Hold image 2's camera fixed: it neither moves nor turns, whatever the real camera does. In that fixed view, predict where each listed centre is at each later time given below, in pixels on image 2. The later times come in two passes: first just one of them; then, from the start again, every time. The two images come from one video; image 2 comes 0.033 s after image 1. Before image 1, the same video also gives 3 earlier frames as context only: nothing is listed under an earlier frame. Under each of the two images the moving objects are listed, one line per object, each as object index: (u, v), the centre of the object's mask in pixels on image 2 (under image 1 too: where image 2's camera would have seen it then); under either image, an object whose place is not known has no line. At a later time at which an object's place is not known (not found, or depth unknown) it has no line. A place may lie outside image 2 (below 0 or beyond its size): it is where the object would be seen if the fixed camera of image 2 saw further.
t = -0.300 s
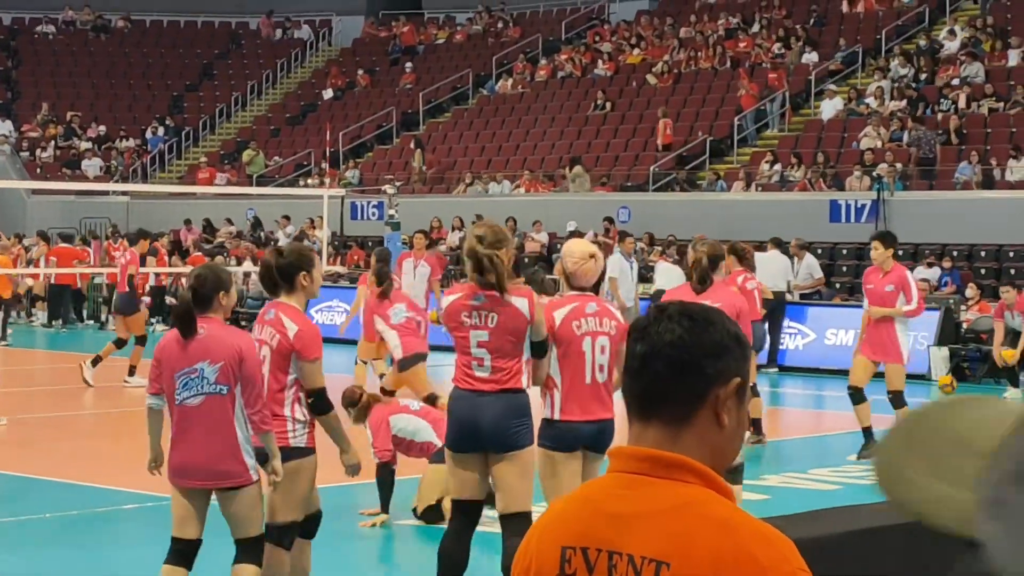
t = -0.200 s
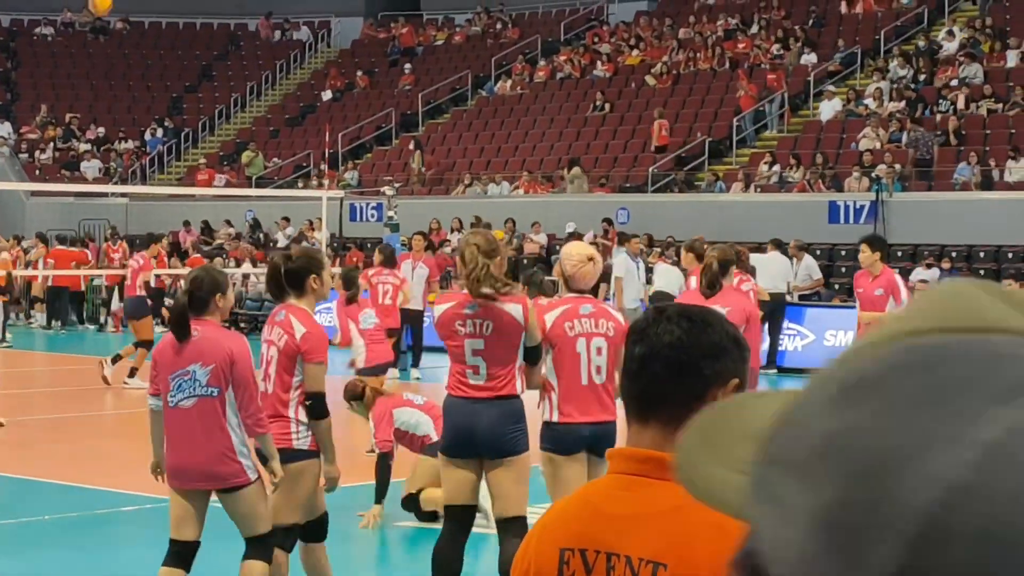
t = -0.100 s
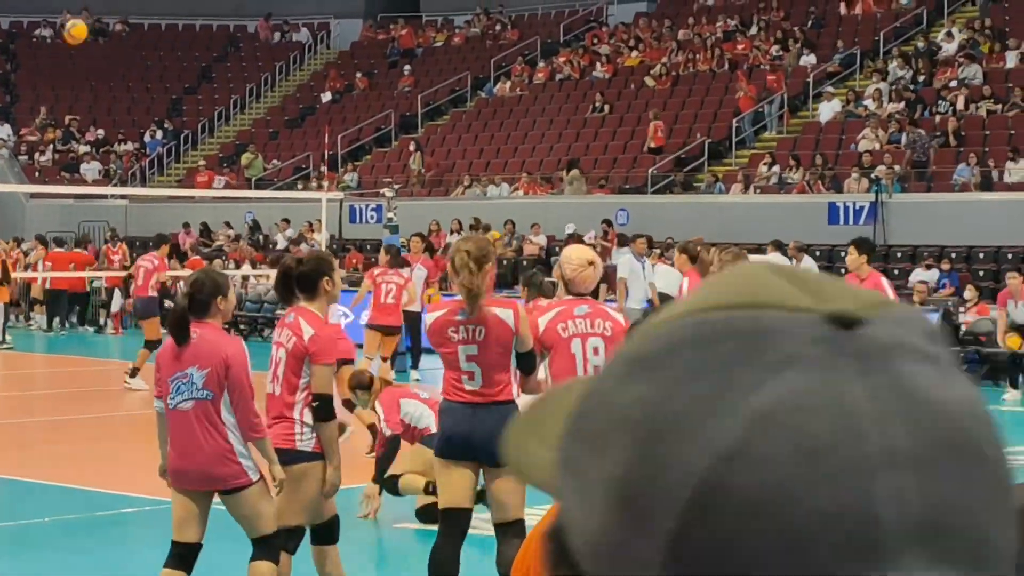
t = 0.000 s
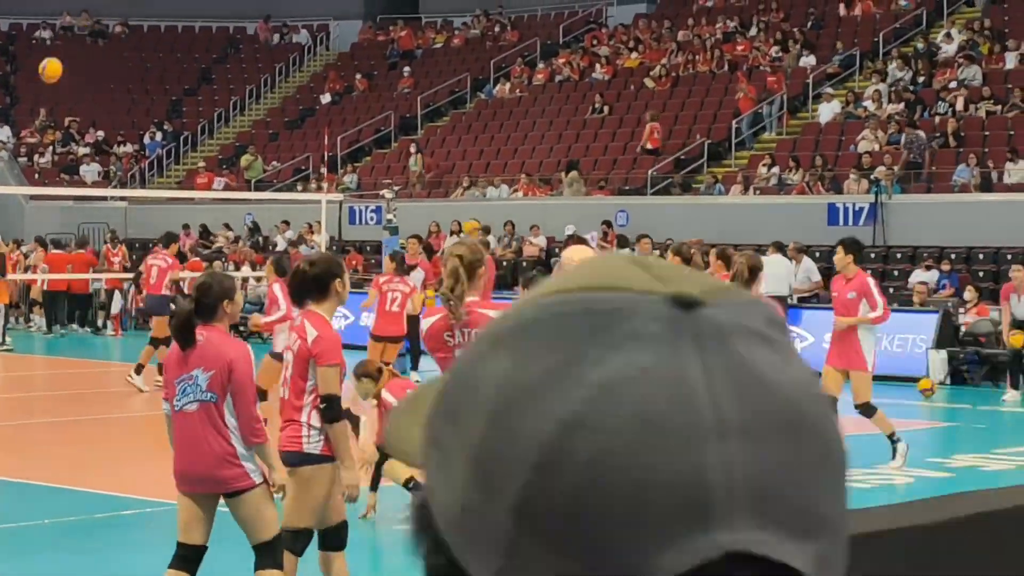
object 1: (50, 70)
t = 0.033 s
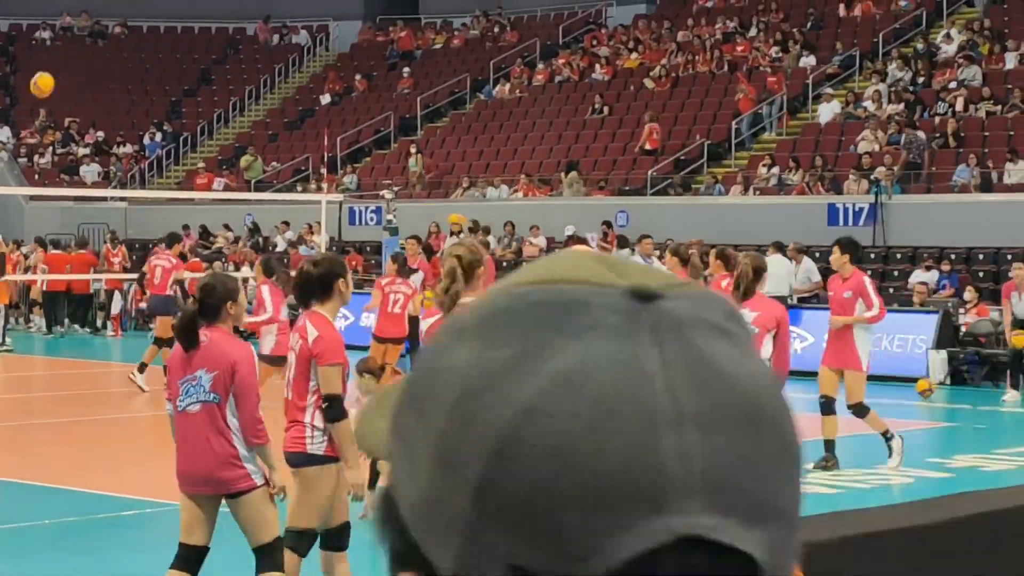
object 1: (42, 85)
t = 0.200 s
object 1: (5, 171)
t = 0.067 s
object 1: (34, 100)
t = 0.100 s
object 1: (26, 116)
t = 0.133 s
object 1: (18, 133)
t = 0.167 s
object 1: (10, 153)
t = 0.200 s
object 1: (5, 171)
